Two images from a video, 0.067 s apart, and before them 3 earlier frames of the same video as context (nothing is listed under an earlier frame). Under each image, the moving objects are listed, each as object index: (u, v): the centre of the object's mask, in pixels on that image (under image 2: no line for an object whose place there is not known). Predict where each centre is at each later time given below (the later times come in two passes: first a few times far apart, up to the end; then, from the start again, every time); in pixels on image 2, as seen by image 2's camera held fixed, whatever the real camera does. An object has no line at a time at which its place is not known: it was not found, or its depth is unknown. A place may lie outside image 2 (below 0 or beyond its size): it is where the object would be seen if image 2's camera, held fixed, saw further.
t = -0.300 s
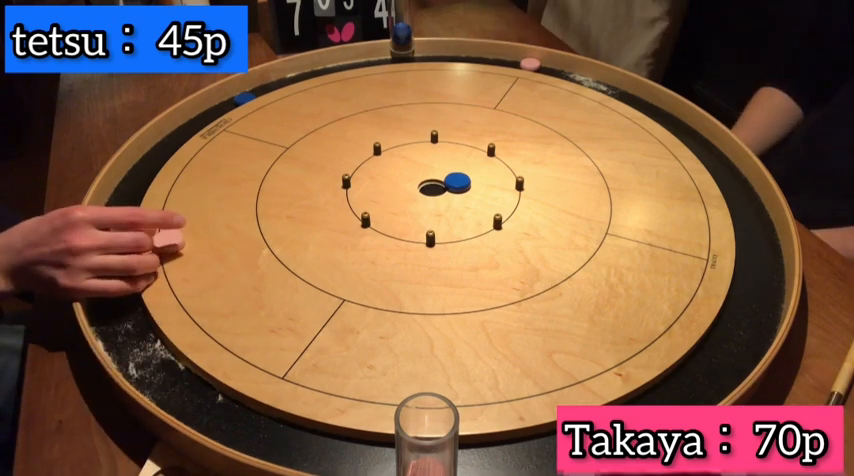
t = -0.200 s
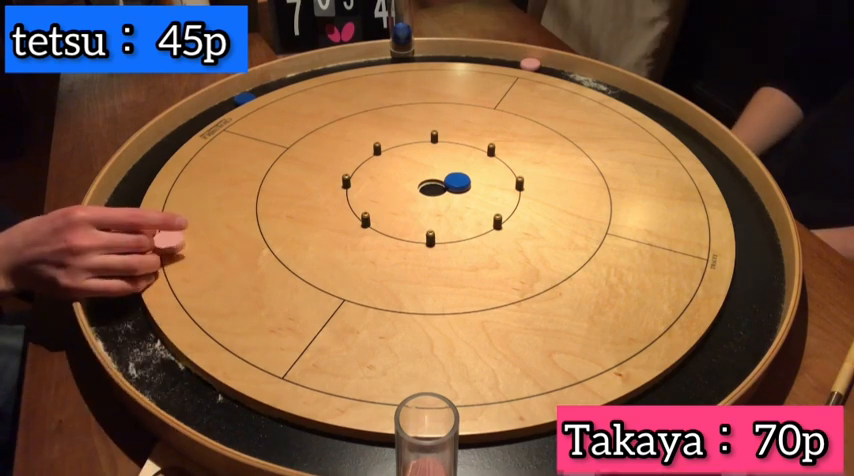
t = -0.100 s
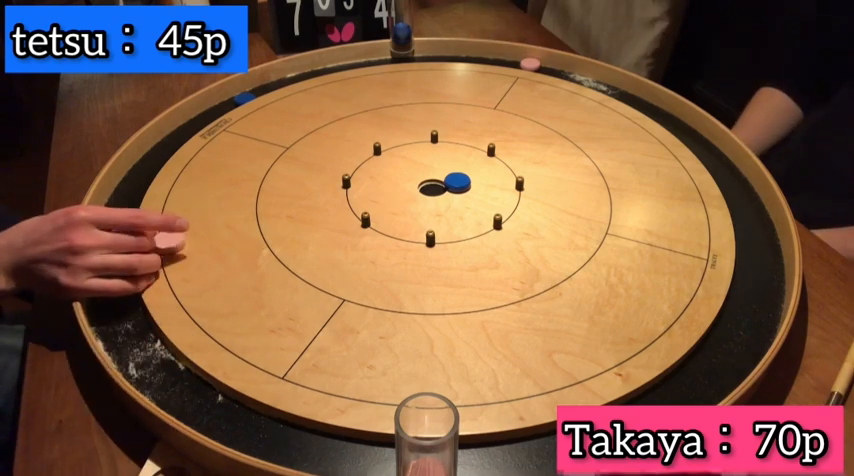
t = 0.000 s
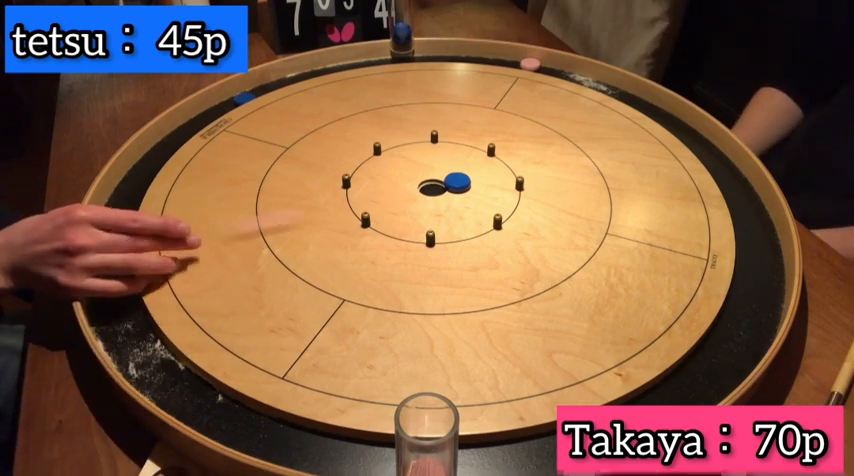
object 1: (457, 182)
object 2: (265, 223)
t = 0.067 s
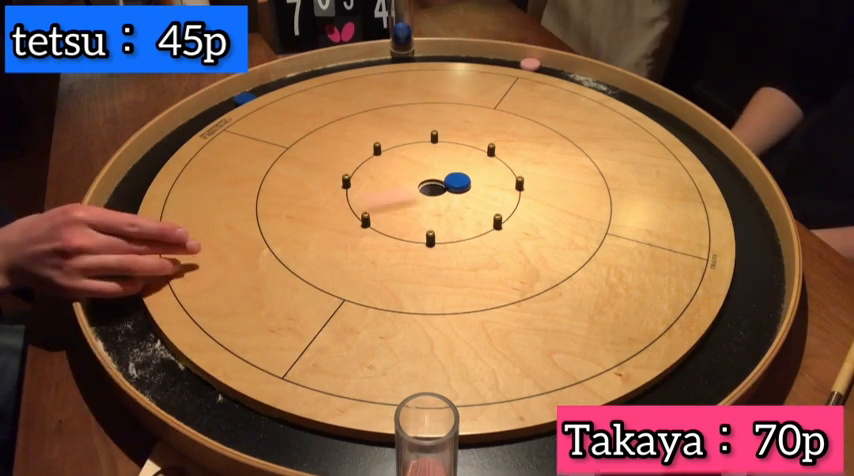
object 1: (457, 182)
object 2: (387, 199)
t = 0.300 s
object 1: (664, 112)
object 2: (487, 207)
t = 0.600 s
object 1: (664, 116)
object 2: (502, 210)
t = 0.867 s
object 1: (663, 116)
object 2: (502, 210)
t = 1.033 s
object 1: (663, 116)
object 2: (502, 210)
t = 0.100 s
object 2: (435, 192)
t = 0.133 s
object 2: (446, 194)
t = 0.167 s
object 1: (545, 149)
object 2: (455, 197)
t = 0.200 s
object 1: (583, 137)
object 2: (464, 200)
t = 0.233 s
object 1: (615, 126)
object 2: (473, 202)
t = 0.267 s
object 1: (650, 113)
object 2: (480, 205)
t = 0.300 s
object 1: (664, 112)
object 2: (487, 207)
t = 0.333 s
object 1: (661, 116)
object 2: (492, 208)
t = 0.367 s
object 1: (665, 114)
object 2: (497, 209)
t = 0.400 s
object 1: (660, 116)
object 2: (500, 209)
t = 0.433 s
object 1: (660, 116)
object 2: (501, 210)
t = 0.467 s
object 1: (661, 116)
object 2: (502, 210)
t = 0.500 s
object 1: (663, 115)
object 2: (502, 210)
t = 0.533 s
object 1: (665, 115)
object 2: (502, 210)
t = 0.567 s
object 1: (665, 116)
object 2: (502, 210)
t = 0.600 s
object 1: (664, 116)
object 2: (502, 210)
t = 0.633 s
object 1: (663, 116)
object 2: (502, 210)
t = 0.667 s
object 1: (663, 116)
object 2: (502, 210)
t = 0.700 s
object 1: (663, 116)
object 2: (502, 210)
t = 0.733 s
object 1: (663, 116)
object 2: (502, 210)
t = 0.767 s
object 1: (663, 116)
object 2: (502, 210)
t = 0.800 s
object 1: (663, 116)
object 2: (502, 210)
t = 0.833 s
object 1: (663, 116)
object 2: (502, 210)
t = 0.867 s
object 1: (663, 116)
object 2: (502, 210)
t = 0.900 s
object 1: (663, 116)
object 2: (502, 210)
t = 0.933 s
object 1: (663, 116)
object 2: (502, 210)
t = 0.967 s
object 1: (663, 116)
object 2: (502, 210)
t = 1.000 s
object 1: (663, 116)
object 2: (502, 210)
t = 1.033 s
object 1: (663, 116)
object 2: (502, 210)
